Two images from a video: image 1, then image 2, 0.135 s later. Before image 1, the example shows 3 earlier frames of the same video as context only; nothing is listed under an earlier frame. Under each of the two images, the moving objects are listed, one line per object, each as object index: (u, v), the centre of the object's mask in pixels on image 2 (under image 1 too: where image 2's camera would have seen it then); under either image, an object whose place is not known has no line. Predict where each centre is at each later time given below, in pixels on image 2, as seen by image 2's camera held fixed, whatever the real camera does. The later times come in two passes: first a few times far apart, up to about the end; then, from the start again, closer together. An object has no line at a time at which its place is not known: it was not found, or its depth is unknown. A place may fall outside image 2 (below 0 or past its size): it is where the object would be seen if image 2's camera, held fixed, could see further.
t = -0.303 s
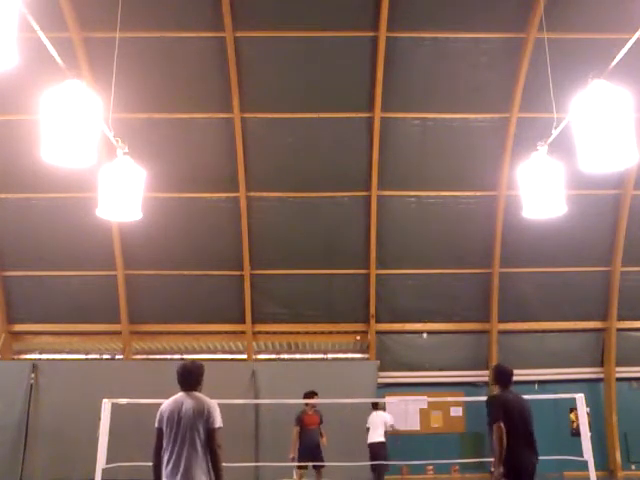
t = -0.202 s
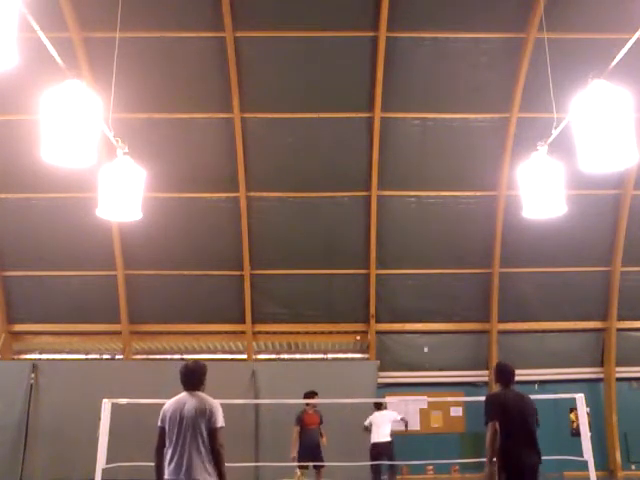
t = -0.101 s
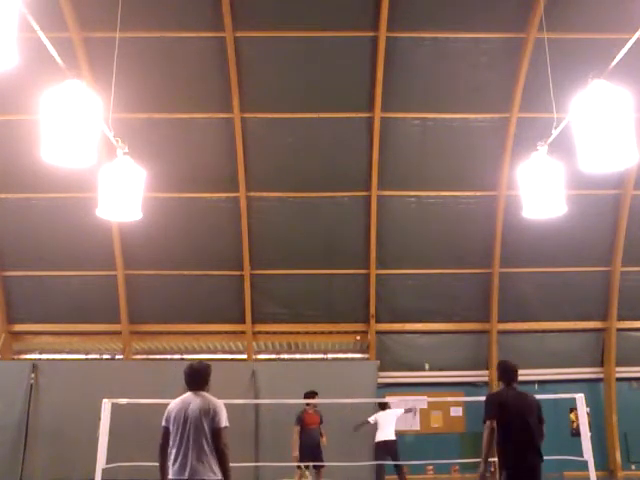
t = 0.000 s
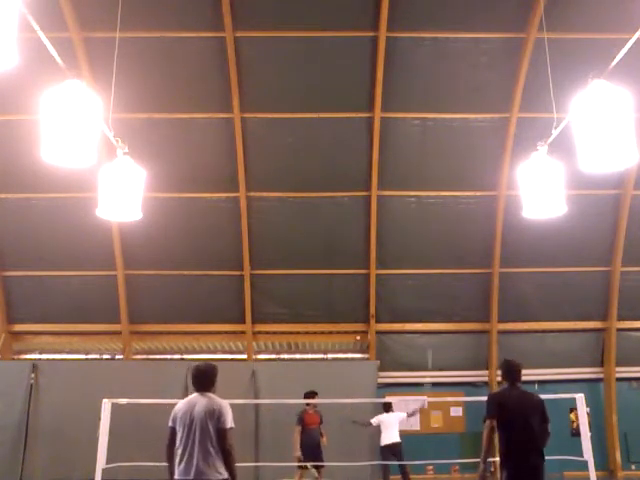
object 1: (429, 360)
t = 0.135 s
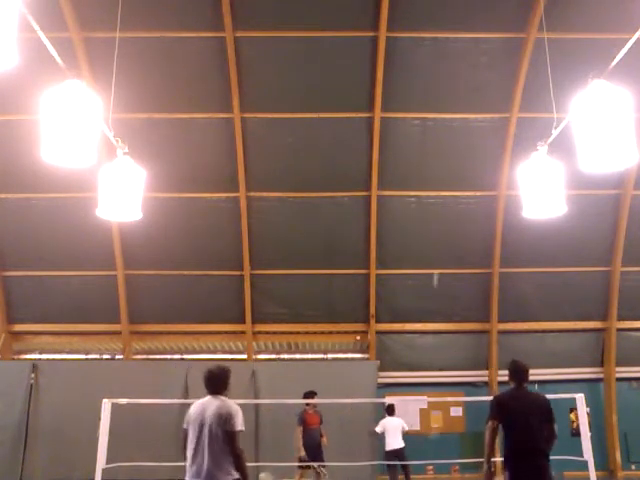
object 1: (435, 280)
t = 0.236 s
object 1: (439, 237)
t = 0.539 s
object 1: (451, 165)
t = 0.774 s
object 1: (460, 155)
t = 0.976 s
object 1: (469, 177)
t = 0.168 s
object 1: (436, 263)
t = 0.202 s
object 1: (438, 249)
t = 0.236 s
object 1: (439, 237)
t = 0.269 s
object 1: (441, 225)
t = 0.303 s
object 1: (442, 215)
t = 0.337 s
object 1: (443, 205)
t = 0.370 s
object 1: (445, 196)
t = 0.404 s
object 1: (446, 188)
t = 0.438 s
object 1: (447, 181)
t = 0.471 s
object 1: (448, 174)
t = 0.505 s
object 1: (450, 170)
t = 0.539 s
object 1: (451, 165)
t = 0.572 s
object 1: (452, 161)
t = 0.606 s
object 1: (454, 158)
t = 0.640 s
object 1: (455, 156)
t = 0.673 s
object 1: (456, 155)
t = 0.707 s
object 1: (458, 154)
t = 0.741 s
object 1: (459, 154)
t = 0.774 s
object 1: (460, 155)
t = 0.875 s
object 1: (465, 162)
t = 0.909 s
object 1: (466, 166)
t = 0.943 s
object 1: (467, 171)
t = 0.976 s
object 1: (469, 177)
